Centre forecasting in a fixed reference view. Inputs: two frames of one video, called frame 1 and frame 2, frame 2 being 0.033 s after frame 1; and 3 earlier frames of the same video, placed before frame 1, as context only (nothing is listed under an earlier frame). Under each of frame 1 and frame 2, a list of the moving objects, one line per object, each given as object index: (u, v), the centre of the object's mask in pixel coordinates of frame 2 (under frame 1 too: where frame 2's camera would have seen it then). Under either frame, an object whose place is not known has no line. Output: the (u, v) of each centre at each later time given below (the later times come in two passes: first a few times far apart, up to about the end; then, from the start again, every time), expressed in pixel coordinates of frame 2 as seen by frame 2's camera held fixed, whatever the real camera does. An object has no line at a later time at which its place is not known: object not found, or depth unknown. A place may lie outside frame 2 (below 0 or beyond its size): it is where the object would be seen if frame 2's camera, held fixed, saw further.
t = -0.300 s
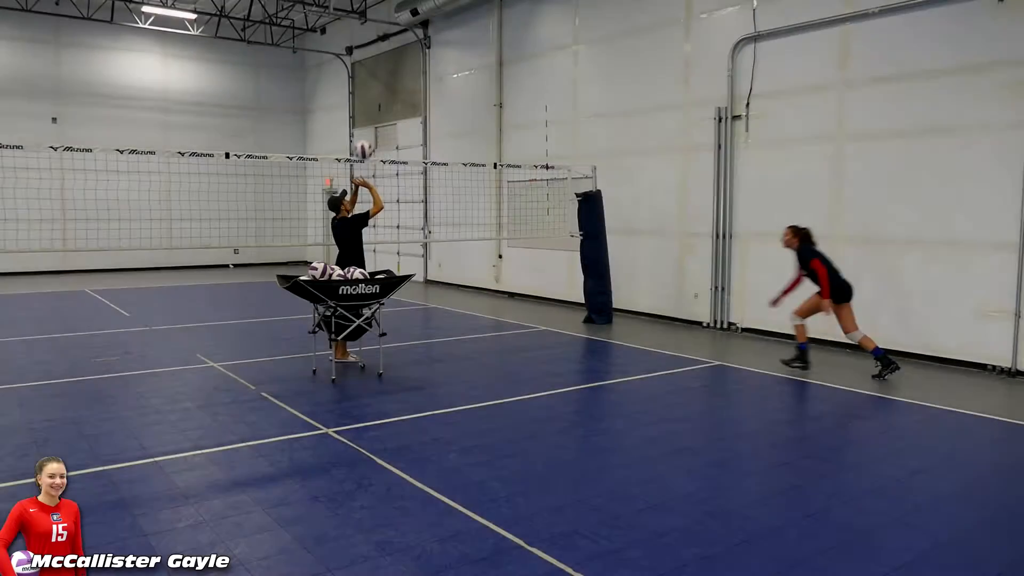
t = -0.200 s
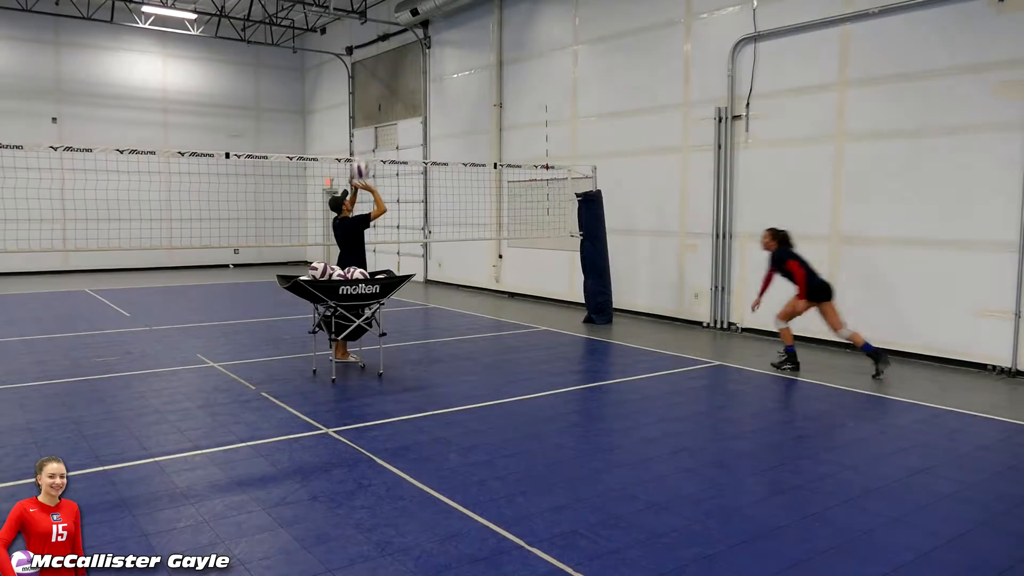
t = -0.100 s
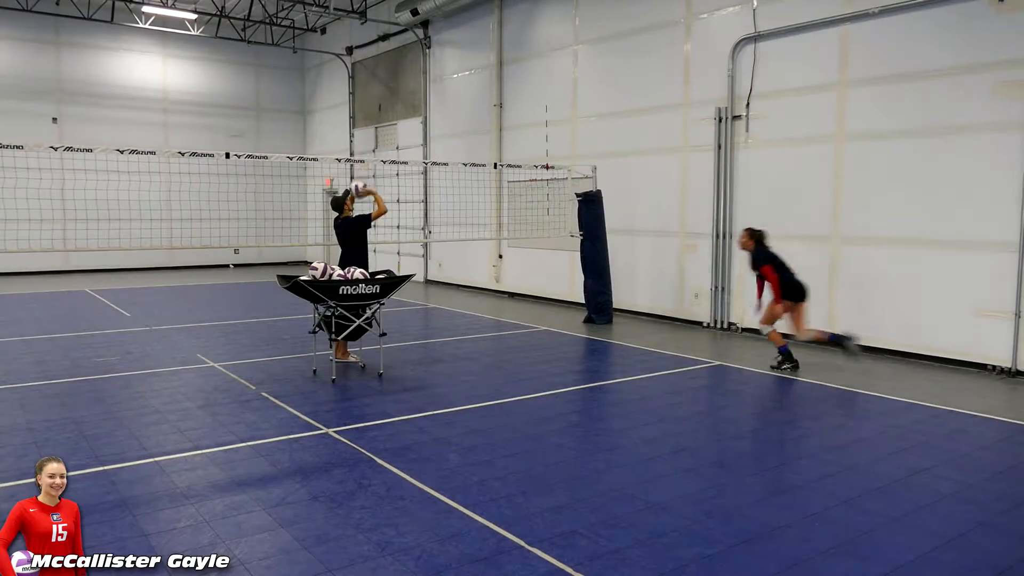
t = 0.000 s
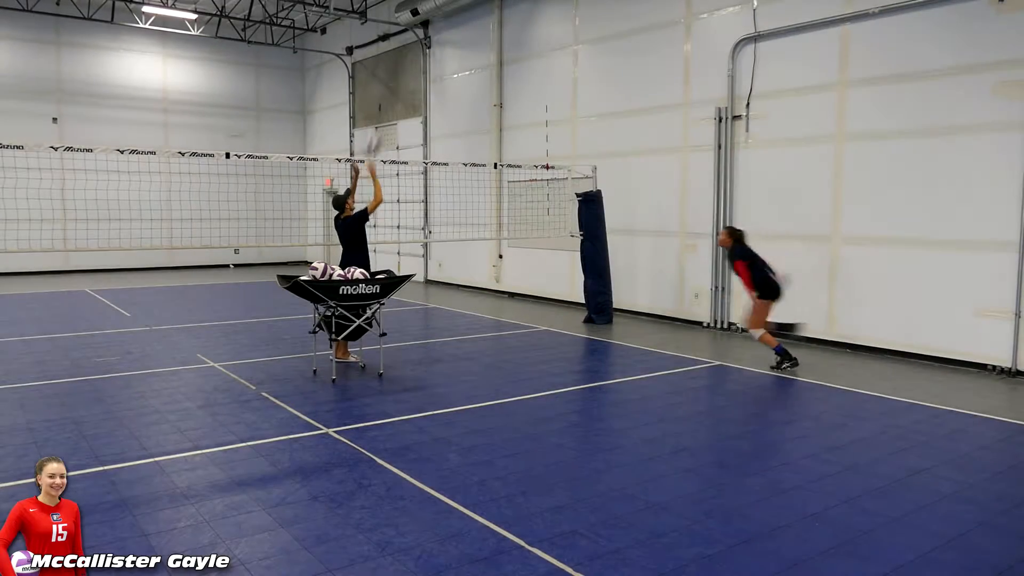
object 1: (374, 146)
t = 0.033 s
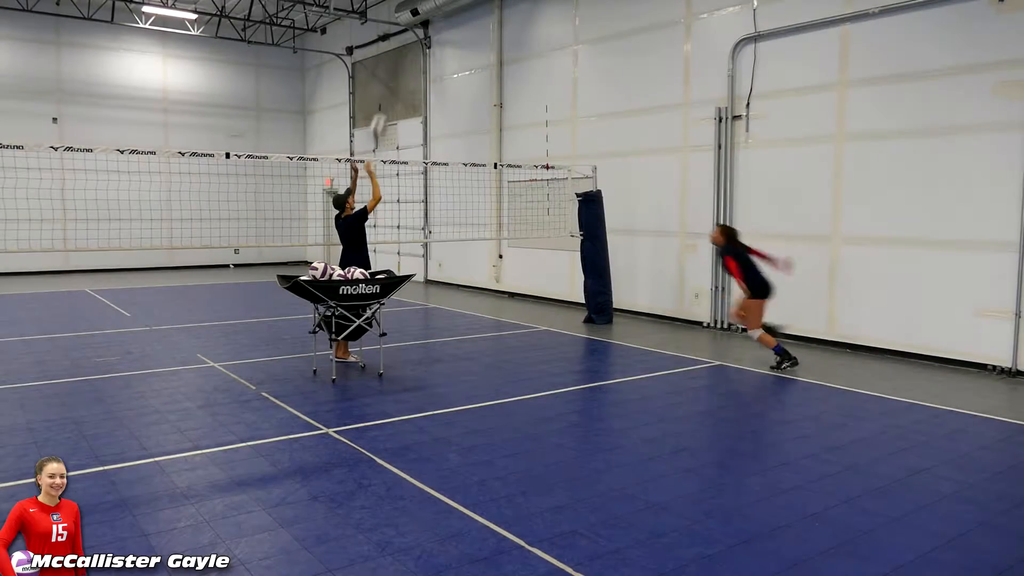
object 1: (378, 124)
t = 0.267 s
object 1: (417, 44)
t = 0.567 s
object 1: (464, 12)
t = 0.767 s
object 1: (491, 32)
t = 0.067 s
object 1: (382, 111)
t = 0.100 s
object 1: (388, 97)
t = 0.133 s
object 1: (394, 83)
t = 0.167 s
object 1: (400, 72)
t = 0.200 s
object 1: (405, 61)
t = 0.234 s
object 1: (412, 52)
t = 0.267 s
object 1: (417, 44)
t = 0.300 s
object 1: (423, 35)
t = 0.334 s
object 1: (428, 31)
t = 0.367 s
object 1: (433, 24)
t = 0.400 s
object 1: (439, 19)
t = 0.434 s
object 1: (443, 16)
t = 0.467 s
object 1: (449, 13)
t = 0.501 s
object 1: (454, 12)
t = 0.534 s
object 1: (459, 11)
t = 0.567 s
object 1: (464, 12)
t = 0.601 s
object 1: (469, 13)
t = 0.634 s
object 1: (473, 15)
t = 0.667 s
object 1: (478, 18)
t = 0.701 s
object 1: (483, 21)
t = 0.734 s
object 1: (487, 26)
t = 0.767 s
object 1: (491, 32)
